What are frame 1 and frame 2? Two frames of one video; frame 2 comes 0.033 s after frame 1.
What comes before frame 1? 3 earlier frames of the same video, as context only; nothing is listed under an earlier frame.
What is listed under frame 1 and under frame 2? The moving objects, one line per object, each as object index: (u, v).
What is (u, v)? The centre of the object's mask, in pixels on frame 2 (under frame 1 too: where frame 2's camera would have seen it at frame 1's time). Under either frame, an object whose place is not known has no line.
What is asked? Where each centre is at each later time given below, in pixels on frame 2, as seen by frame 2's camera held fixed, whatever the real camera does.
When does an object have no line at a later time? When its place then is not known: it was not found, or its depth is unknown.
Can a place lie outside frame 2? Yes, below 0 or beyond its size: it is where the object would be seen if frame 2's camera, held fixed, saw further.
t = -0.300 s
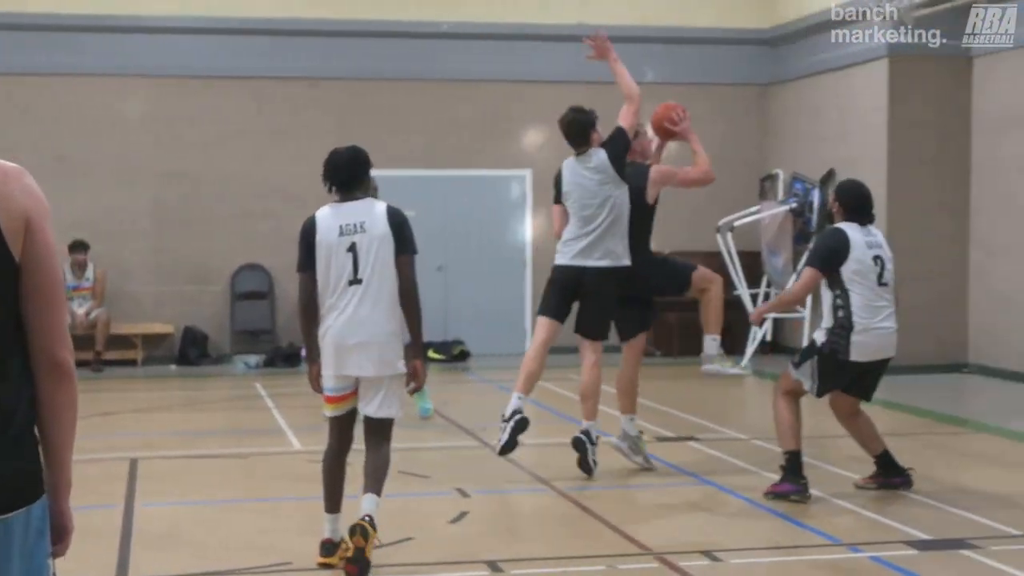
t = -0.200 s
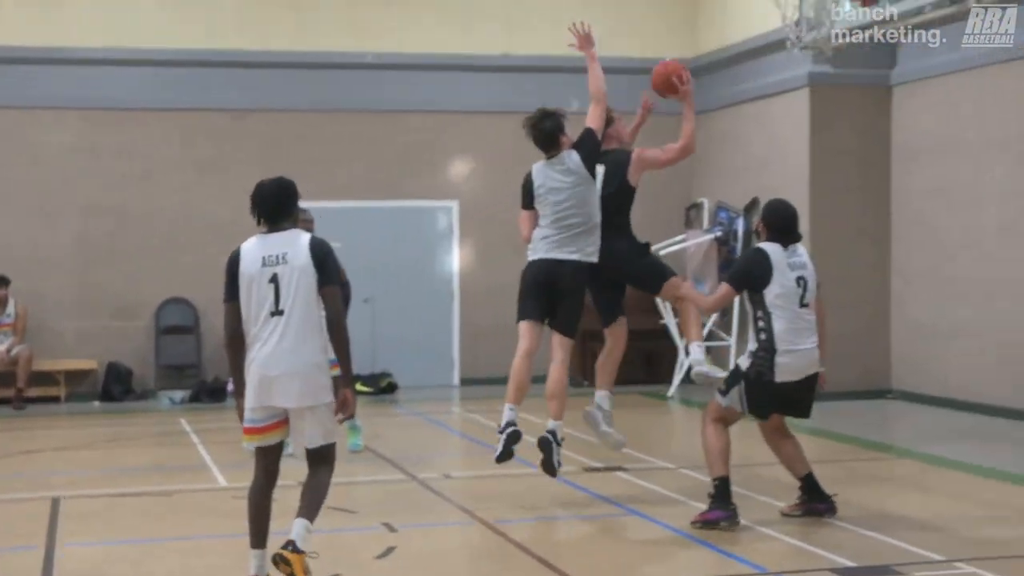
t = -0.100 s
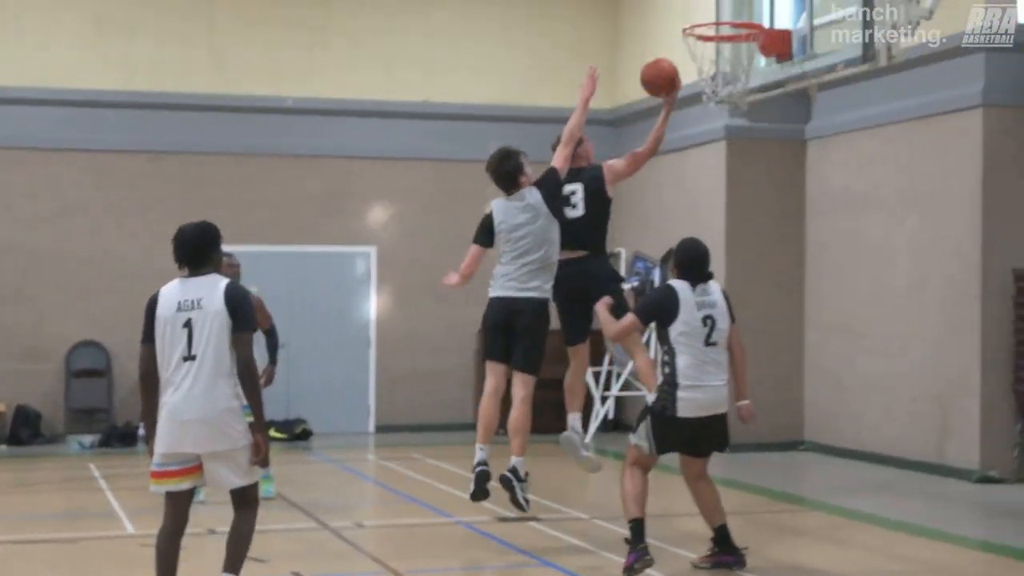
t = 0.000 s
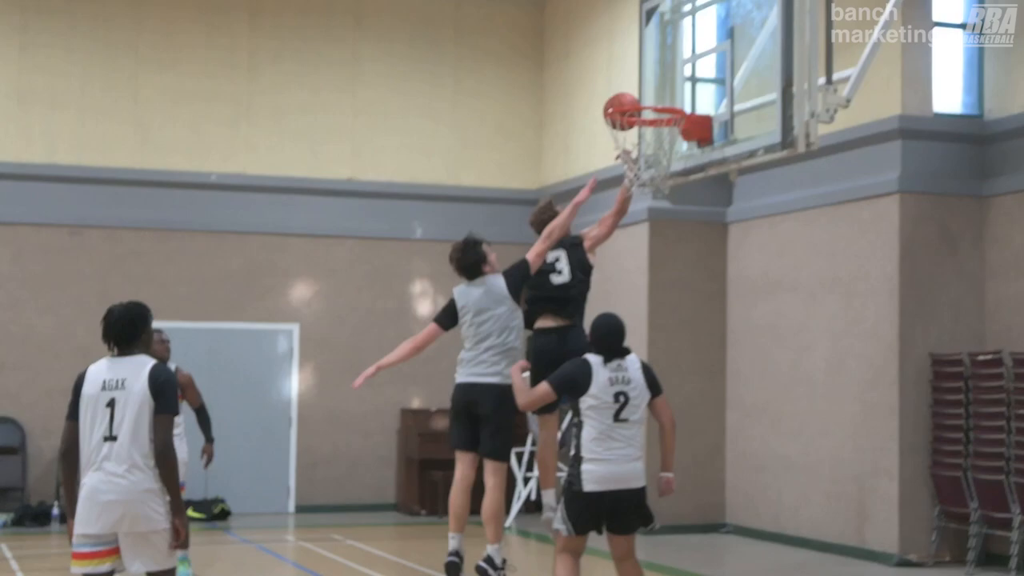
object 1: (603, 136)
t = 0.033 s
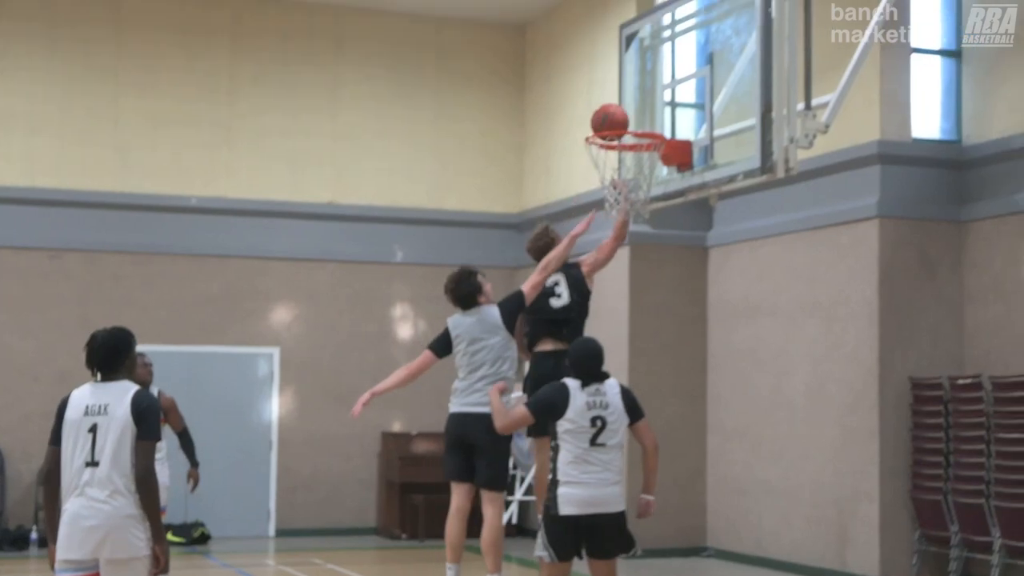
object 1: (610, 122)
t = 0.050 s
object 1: (613, 115)
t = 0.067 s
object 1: (616, 110)
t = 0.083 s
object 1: (619, 104)
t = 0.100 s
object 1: (623, 99)
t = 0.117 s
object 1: (627, 94)
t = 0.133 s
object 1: (630, 90)
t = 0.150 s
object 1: (633, 87)
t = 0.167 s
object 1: (632, 82)
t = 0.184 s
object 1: (631, 79)
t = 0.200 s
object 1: (630, 75)
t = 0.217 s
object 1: (629, 72)
